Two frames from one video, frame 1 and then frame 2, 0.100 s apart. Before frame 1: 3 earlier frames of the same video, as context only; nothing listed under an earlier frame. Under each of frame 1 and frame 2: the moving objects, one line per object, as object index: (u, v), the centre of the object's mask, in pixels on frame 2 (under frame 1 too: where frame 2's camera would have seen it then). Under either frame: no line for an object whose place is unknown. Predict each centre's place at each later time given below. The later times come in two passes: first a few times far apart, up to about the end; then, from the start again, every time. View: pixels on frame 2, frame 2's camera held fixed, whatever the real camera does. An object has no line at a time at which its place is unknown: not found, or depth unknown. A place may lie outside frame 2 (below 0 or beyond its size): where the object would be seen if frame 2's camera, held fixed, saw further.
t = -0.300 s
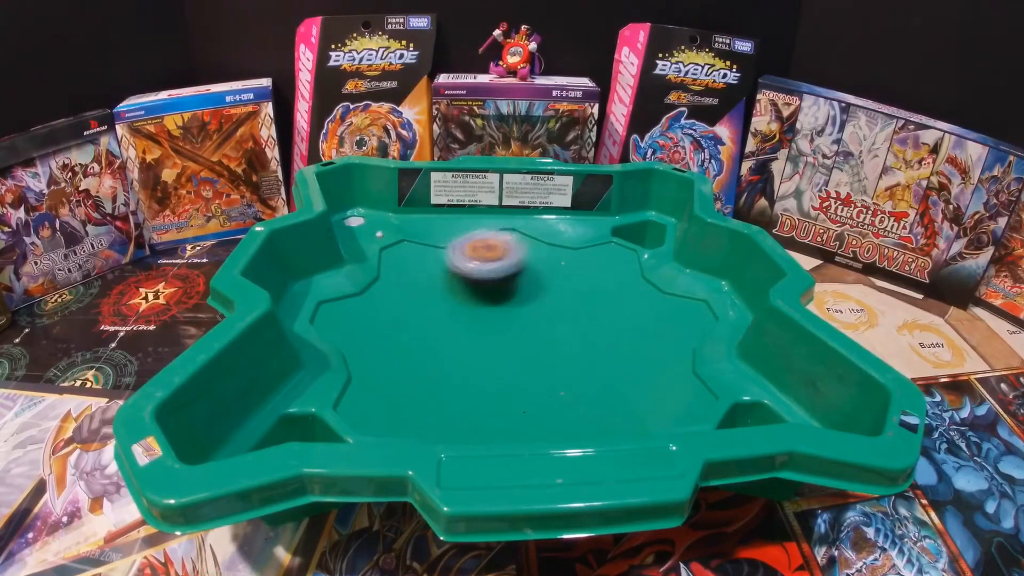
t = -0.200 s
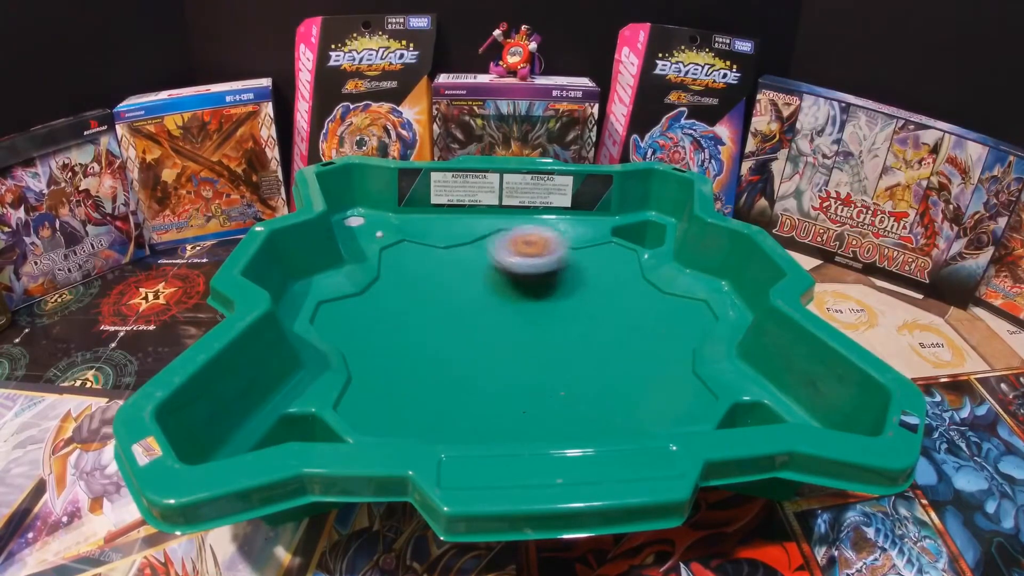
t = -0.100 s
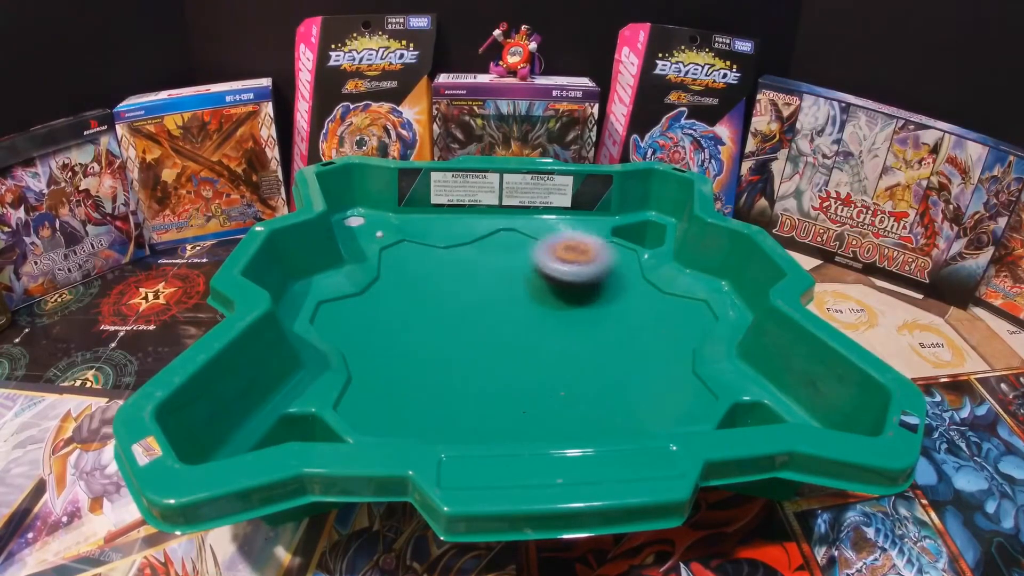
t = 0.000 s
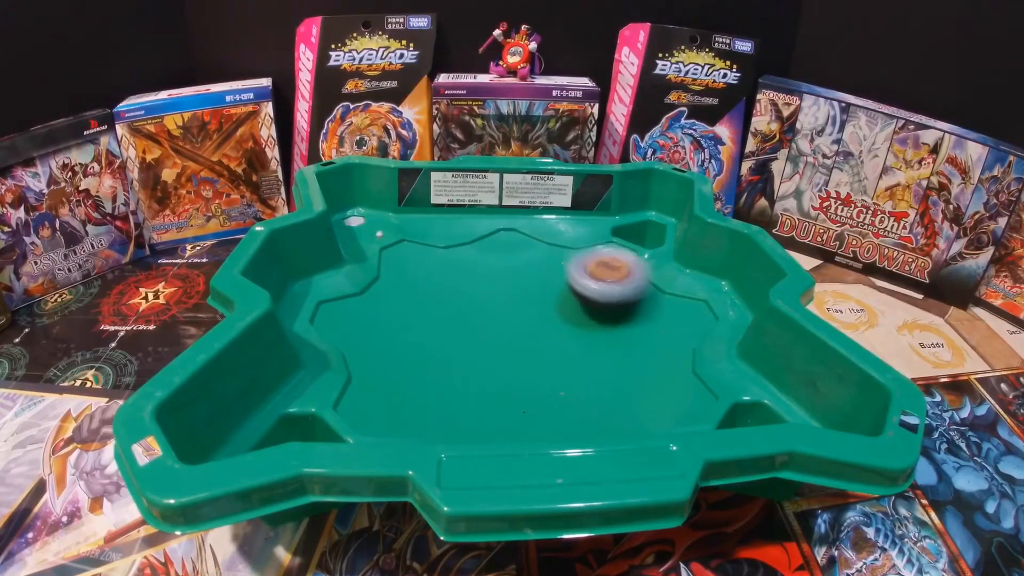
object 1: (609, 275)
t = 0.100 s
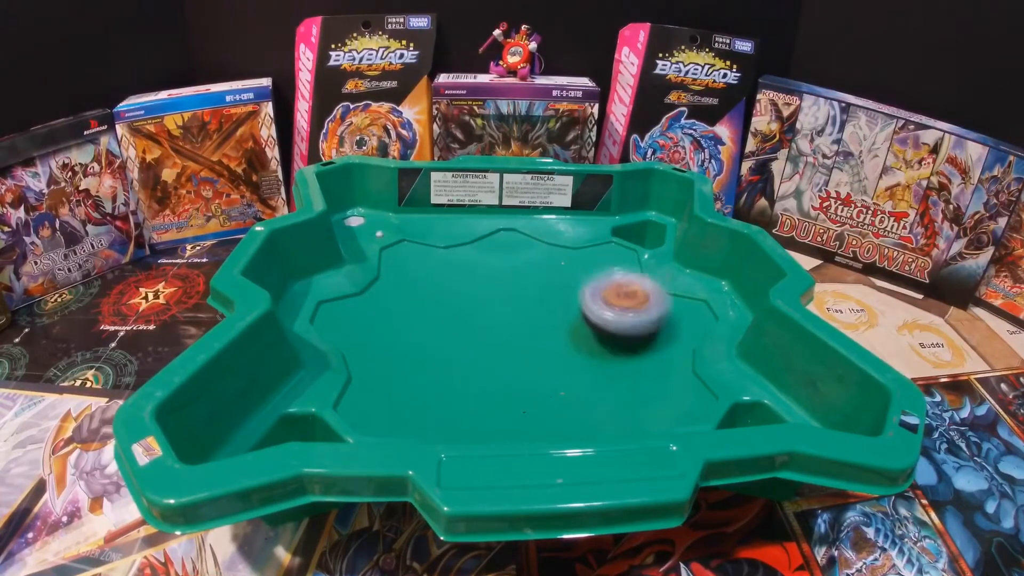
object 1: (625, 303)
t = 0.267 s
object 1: (587, 349)
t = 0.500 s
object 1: (458, 346)
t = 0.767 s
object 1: (434, 275)
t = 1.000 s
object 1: (522, 254)
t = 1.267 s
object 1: (609, 303)
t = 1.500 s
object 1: (563, 361)
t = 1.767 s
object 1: (438, 331)
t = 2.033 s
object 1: (473, 266)
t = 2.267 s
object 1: (566, 262)
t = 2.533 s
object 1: (615, 321)
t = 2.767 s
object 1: (520, 356)
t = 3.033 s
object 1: (432, 302)
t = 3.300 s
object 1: (494, 257)
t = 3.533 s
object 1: (582, 280)
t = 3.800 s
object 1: (584, 344)
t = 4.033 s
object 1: (477, 353)
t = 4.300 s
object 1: (450, 288)
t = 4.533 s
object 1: (525, 263)
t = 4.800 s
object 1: (606, 296)
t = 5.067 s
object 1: (551, 350)
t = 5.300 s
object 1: (453, 325)
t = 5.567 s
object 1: (468, 268)
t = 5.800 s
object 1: (552, 268)
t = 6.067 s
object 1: (592, 323)
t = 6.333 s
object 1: (501, 354)
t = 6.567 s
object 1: (446, 307)
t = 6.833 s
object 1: (509, 267)
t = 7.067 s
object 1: (586, 282)
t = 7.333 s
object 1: (579, 338)
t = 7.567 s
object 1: (480, 338)
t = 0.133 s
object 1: (625, 313)
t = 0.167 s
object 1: (621, 323)
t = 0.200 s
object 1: (613, 332)
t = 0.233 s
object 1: (602, 342)
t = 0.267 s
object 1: (587, 349)
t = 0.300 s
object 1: (571, 355)
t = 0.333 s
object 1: (552, 359)
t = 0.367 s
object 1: (533, 360)
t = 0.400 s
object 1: (513, 360)
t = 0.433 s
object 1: (493, 357)
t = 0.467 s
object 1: (474, 353)
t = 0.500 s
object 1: (458, 346)
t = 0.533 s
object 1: (445, 337)
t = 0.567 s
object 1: (434, 328)
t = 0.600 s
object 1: (426, 318)
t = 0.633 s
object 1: (422, 309)
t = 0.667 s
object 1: (421, 300)
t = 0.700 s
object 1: (423, 290)
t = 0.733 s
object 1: (427, 281)
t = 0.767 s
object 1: (434, 275)
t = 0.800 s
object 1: (443, 268)
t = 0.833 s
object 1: (454, 262)
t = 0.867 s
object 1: (466, 258)
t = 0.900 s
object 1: (479, 255)
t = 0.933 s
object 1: (493, 253)
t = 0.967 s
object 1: (507, 253)
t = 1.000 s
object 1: (522, 254)
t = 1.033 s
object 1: (537, 257)
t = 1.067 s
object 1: (551, 261)
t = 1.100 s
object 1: (565, 266)
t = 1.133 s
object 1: (577, 271)
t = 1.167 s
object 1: (588, 278)
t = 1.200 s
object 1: (597, 286)
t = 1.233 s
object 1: (605, 294)
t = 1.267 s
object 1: (609, 303)
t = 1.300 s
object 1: (611, 312)
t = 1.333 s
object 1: (611, 322)
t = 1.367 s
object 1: (607, 331)
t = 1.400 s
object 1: (601, 340)
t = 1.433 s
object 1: (592, 349)
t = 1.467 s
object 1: (579, 355)
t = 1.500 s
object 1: (563, 361)
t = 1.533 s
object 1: (545, 365)
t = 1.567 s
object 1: (527, 366)
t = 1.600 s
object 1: (508, 365)
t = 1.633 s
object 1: (489, 362)
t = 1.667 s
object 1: (472, 356)
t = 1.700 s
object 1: (458, 350)
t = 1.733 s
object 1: (447, 341)
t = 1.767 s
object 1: (438, 331)
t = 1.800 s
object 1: (433, 321)
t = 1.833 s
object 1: (431, 311)
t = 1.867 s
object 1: (433, 302)
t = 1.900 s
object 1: (437, 293)
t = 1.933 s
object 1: (443, 285)
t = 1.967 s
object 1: (452, 278)
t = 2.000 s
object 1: (462, 272)
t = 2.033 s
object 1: (473, 266)
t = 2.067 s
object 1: (485, 263)
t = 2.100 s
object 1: (498, 260)
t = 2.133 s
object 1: (512, 258)
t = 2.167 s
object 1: (525, 257)
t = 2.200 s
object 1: (539, 258)
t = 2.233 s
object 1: (552, 259)
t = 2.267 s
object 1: (566, 262)
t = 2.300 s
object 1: (579, 267)
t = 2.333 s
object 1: (590, 272)
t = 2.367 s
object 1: (599, 278)
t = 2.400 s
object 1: (607, 285)
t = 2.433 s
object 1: (614, 294)
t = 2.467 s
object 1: (617, 303)
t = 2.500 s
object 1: (618, 312)
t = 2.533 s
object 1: (615, 321)
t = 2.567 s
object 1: (609, 330)
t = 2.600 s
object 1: (600, 338)
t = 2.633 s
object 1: (587, 345)
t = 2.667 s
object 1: (573, 351)
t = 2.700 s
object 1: (556, 355)
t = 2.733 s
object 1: (538, 356)
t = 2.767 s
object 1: (520, 356)
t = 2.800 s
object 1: (503, 354)
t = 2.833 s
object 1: (485, 350)
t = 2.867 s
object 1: (470, 344)
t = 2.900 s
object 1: (457, 337)
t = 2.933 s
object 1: (447, 329)
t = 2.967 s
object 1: (439, 320)
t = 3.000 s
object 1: (434, 311)
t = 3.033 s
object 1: (432, 302)
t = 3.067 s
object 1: (433, 294)
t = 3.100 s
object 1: (436, 286)
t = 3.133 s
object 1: (442, 279)
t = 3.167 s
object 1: (449, 272)
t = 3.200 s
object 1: (458, 267)
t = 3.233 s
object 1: (469, 262)
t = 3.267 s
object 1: (481, 259)
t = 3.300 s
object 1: (494, 257)
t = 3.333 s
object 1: (507, 257)
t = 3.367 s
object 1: (521, 257)
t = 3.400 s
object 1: (535, 259)
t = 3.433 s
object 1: (548, 263)
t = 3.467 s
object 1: (561, 268)
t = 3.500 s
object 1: (572, 273)
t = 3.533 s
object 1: (582, 280)
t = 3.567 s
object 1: (590, 287)
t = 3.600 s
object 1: (596, 295)
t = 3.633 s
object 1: (600, 303)
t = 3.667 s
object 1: (602, 312)
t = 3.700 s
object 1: (601, 320)
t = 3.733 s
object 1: (598, 329)
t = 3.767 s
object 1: (592, 337)
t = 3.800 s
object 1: (584, 344)
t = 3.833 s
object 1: (573, 350)
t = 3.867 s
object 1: (560, 355)
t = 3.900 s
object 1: (544, 358)
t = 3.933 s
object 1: (528, 360)
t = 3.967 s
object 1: (510, 360)
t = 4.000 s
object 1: (492, 357)
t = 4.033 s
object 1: (477, 353)
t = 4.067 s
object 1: (464, 346)
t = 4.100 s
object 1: (454, 339)
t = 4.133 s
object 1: (446, 330)
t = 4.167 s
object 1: (441, 321)
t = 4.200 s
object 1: (438, 312)
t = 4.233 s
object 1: (439, 303)
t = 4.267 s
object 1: (443, 295)
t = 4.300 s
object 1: (450, 288)
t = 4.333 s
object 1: (457, 282)
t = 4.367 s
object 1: (466, 276)
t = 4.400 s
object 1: (476, 272)
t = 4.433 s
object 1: (487, 268)
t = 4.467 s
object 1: (499, 265)
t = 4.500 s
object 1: (512, 263)
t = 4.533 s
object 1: (525, 263)
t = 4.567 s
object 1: (538, 264)
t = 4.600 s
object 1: (551, 265)
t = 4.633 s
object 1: (564, 268)
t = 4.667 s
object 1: (575, 272)
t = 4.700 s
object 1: (585, 277)
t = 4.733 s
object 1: (594, 282)
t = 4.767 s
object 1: (601, 288)
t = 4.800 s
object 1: (606, 296)
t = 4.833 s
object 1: (609, 304)
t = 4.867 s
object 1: (609, 313)
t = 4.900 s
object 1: (606, 321)
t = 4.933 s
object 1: (600, 329)
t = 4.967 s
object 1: (592, 335)
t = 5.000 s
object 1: (581, 342)
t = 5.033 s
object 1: (567, 347)
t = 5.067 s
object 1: (551, 350)
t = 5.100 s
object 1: (534, 352)
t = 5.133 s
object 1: (516, 351)
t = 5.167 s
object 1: (501, 348)
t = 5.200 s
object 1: (486, 344)
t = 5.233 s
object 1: (472, 338)
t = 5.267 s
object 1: (461, 332)
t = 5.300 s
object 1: (453, 325)
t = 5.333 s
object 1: (446, 317)
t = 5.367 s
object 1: (443, 308)
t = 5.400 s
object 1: (442, 300)
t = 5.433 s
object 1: (443, 293)
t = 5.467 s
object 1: (447, 285)
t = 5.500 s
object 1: (453, 280)
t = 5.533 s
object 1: (460, 273)
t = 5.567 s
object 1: (468, 268)
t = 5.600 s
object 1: (478, 265)
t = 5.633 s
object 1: (490, 262)
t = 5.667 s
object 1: (503, 261)
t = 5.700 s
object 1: (515, 261)
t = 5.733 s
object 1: (528, 262)
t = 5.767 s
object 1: (540, 265)
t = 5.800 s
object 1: (552, 268)
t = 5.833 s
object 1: (562, 273)
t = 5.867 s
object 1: (572, 278)
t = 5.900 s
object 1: (580, 285)
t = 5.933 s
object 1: (587, 291)
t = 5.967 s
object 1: (592, 299)
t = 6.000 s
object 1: (595, 308)
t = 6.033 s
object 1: (595, 316)
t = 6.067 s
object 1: (592, 323)
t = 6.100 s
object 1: (589, 330)
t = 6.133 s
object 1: (582, 338)
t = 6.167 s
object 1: (572, 345)
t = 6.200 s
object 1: (560, 349)
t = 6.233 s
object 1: (548, 353)
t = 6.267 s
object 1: (533, 355)
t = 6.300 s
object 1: (516, 355)
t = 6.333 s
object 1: (501, 354)
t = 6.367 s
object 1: (488, 351)
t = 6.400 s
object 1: (475, 345)
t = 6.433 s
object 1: (463, 339)
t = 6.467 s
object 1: (455, 331)
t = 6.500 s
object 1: (449, 324)
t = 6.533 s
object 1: (446, 315)
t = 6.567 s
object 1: (446, 307)
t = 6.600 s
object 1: (449, 300)
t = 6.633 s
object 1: (453, 293)
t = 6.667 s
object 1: (459, 286)
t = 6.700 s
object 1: (467, 280)
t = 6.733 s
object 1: (476, 276)
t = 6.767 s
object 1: (486, 272)
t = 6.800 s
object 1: (498, 269)
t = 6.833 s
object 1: (509, 267)
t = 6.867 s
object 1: (521, 267)
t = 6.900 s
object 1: (532, 267)
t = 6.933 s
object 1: (545, 268)
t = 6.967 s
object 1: (556, 270)
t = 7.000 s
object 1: (568, 274)
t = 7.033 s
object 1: (577, 278)
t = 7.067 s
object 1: (586, 282)
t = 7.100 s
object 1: (593, 289)
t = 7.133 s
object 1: (598, 296)
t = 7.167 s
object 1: (601, 302)
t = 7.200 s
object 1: (602, 310)
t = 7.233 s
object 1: (600, 318)
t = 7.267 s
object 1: (596, 325)
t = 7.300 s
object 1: (589, 331)
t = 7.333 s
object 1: (579, 338)
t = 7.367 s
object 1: (565, 343)
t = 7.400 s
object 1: (553, 345)
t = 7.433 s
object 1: (538, 347)
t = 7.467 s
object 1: (521, 347)
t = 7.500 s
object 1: (507, 345)
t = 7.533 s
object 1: (493, 342)
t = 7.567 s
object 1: (480, 338)
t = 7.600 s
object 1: (469, 332)
